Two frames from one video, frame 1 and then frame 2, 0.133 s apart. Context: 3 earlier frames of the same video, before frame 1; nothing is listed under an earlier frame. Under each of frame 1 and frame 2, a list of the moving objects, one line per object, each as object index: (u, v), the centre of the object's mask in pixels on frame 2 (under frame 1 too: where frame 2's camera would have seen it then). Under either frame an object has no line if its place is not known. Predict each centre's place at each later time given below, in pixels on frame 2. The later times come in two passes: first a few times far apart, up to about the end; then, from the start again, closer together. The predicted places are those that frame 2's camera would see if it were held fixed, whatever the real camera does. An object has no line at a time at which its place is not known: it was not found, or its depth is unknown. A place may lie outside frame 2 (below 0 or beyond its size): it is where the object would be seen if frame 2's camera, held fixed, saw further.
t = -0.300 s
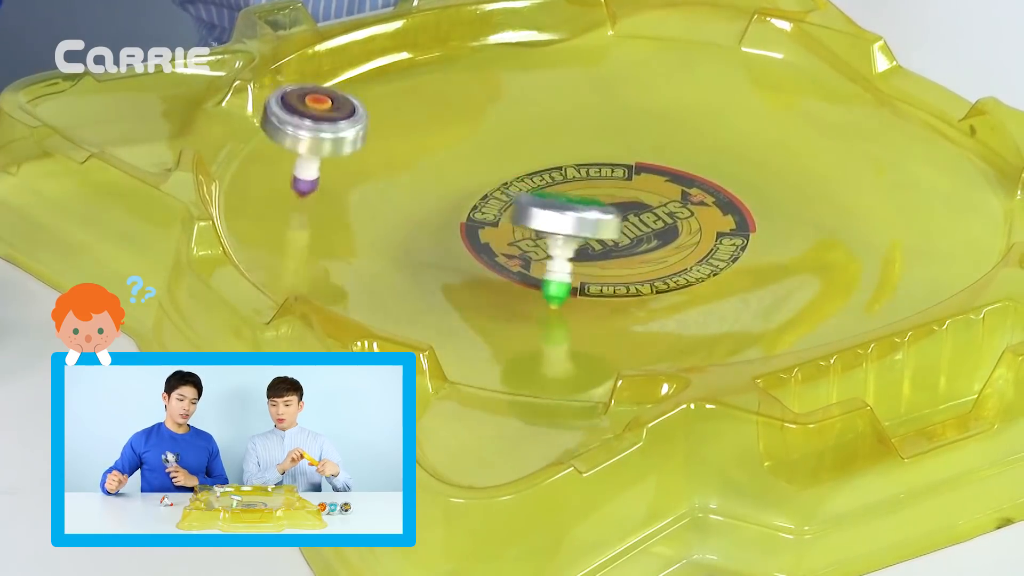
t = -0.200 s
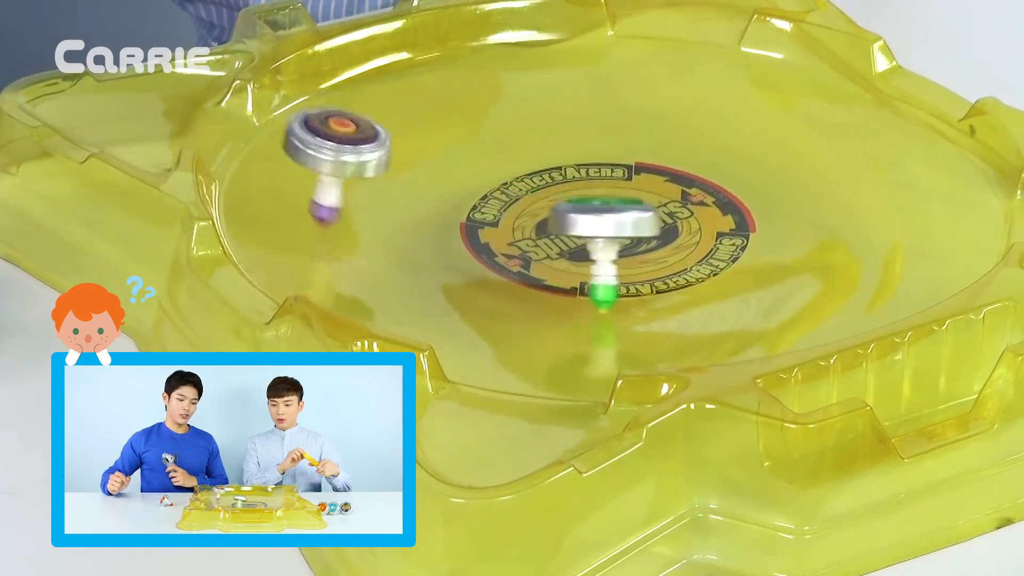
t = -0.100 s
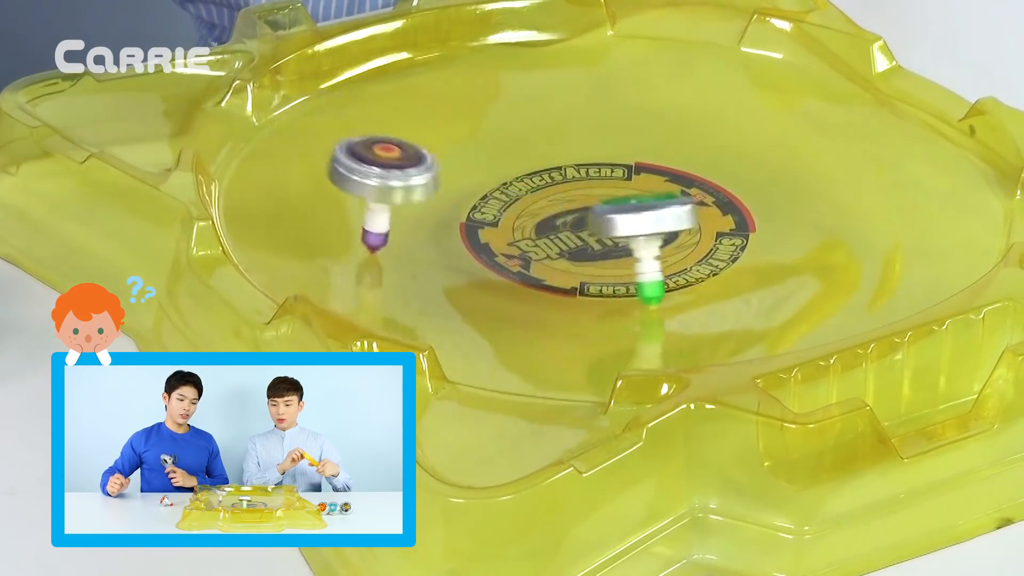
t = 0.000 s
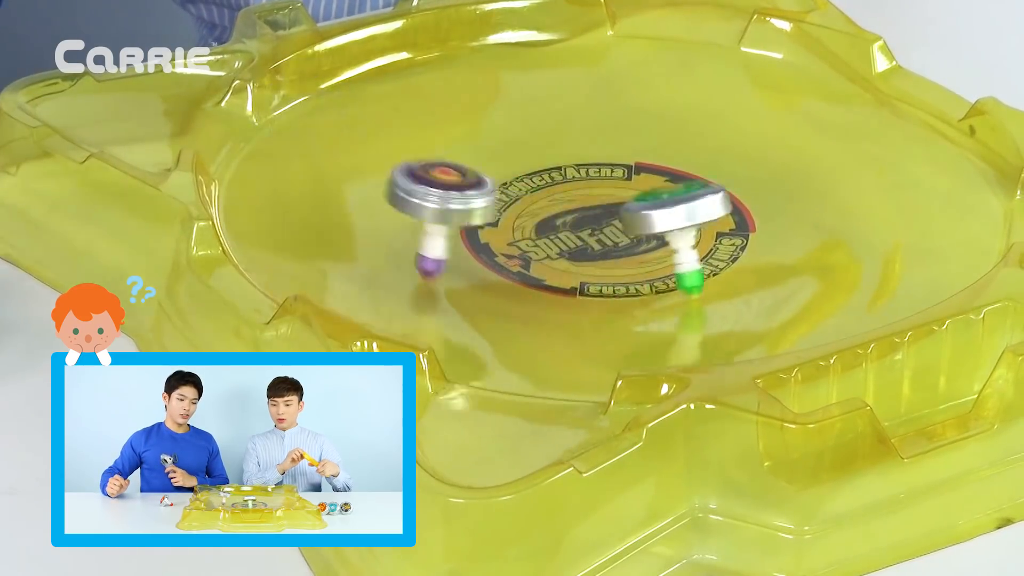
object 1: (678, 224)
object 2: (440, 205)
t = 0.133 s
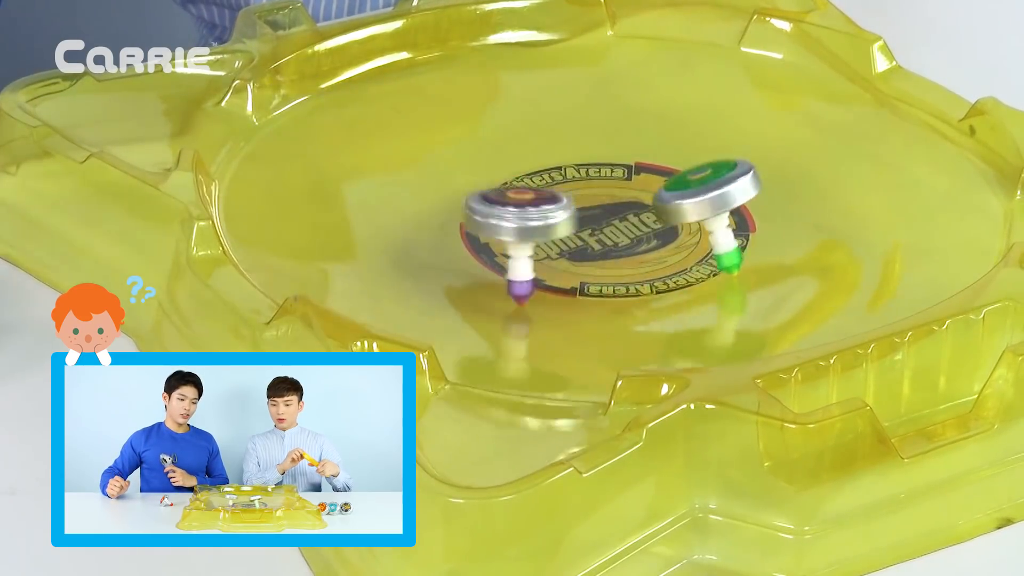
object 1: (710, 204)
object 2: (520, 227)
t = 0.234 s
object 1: (720, 187)
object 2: (594, 233)
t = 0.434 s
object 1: (712, 142)
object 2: (695, 219)
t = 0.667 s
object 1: (649, 116)
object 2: (734, 184)
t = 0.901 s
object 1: (570, 108)
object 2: (711, 128)
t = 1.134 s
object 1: (506, 135)
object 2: (677, 100)
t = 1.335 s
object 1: (486, 166)
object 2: (636, 100)
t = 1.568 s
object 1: (527, 204)
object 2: (553, 118)
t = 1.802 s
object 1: (607, 222)
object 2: (509, 175)
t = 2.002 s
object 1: (675, 212)
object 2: (495, 194)
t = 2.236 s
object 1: (718, 179)
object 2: (545, 208)
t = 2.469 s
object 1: (702, 138)
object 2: (617, 195)
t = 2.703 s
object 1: (635, 99)
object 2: (643, 162)
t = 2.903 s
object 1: (567, 97)
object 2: (646, 169)
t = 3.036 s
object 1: (532, 111)
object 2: (635, 172)
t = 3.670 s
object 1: (558, 215)
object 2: (642, 174)
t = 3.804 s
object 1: (611, 219)
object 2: (655, 158)
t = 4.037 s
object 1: (693, 199)
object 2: (641, 134)
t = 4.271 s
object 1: (716, 163)
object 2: (594, 138)
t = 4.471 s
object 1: (680, 132)
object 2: (555, 153)
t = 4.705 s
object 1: (606, 113)
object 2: (548, 179)
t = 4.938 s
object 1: (529, 133)
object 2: (583, 200)
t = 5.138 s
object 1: (494, 168)
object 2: (621, 201)
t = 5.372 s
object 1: (517, 209)
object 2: (646, 188)
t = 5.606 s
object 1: (579, 230)
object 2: (640, 158)
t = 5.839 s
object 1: (634, 227)
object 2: (619, 124)
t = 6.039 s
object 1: (656, 200)
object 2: (573, 127)
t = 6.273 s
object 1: (704, 169)
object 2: (483, 139)
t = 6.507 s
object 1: (687, 156)
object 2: (472, 160)
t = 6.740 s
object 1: (627, 170)
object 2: (483, 165)
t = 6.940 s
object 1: (594, 192)
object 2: (491, 181)
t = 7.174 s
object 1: (600, 220)
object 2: (529, 189)
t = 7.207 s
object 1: (606, 223)
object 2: (539, 188)
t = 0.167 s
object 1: (715, 198)
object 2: (541, 230)
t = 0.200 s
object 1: (719, 192)
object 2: (565, 232)
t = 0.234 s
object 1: (720, 187)
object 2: (594, 233)
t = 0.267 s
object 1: (722, 181)
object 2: (622, 233)
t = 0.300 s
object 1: (724, 174)
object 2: (645, 233)
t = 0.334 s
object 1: (724, 168)
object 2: (663, 232)
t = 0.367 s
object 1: (722, 162)
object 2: (675, 230)
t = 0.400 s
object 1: (718, 153)
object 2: (685, 226)
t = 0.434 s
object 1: (712, 142)
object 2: (695, 219)
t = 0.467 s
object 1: (705, 138)
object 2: (705, 216)
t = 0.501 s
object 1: (697, 134)
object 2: (715, 211)
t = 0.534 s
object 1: (689, 130)
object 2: (722, 206)
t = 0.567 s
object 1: (682, 126)
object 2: (725, 202)
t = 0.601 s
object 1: (672, 122)
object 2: (730, 197)
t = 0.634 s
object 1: (659, 119)
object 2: (735, 190)
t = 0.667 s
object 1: (649, 116)
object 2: (734, 184)
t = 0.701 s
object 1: (639, 113)
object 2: (734, 177)
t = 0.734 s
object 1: (627, 110)
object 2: (737, 171)
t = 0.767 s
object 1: (615, 109)
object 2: (740, 164)
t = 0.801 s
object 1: (604, 107)
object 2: (737, 156)
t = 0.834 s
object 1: (594, 107)
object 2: (728, 145)
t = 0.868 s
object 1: (583, 107)
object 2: (719, 136)
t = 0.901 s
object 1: (570, 108)
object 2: (711, 128)
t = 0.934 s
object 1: (559, 110)
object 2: (703, 120)
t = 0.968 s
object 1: (549, 113)
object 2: (695, 115)
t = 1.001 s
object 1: (540, 116)
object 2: (688, 111)
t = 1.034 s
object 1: (530, 120)
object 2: (683, 108)
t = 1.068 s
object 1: (521, 124)
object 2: (681, 106)
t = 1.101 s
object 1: (513, 129)
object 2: (680, 103)
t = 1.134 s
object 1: (506, 135)
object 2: (677, 100)
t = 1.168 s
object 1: (500, 140)
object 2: (671, 100)
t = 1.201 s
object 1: (494, 145)
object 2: (665, 100)
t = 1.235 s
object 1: (490, 150)
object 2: (659, 100)
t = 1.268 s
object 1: (488, 156)
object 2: (653, 100)
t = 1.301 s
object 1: (487, 161)
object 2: (646, 100)
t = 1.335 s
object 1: (486, 166)
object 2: (636, 100)
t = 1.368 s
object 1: (488, 172)
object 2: (626, 100)
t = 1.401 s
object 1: (492, 178)
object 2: (614, 99)
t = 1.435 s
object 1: (496, 183)
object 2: (602, 105)
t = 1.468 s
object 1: (502, 188)
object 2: (592, 109)
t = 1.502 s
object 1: (509, 194)
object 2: (579, 114)
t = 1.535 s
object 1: (519, 199)
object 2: (565, 118)
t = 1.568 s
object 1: (527, 204)
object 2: (553, 118)
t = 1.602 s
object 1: (537, 207)
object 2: (542, 129)
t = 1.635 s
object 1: (548, 212)
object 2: (529, 135)
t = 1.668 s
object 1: (559, 215)
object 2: (519, 141)
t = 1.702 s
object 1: (570, 217)
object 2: (513, 155)
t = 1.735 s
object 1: (582, 220)
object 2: (510, 161)
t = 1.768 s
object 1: (595, 220)
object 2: (511, 167)
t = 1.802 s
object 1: (607, 222)
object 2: (509, 175)
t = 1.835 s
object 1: (620, 222)
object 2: (505, 180)
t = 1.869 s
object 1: (632, 221)
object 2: (501, 181)
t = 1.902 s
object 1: (644, 220)
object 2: (498, 185)
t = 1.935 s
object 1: (655, 218)
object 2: (496, 187)
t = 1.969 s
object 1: (666, 215)
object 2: (494, 191)
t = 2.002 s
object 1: (675, 212)
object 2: (495, 194)
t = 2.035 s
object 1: (685, 209)
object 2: (498, 198)
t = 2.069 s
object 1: (692, 205)
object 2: (502, 201)
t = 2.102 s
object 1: (700, 200)
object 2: (509, 203)
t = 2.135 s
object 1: (706, 196)
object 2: (517, 206)
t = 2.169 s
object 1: (710, 191)
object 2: (526, 207)
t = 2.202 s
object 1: (715, 185)
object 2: (536, 208)
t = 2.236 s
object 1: (718, 179)
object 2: (545, 208)
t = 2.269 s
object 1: (719, 173)
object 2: (555, 208)
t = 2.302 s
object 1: (719, 168)
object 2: (565, 208)
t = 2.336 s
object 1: (718, 162)
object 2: (577, 206)
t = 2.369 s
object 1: (715, 156)
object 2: (587, 205)
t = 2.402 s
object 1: (712, 149)
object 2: (597, 202)
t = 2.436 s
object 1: (708, 144)
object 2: (607, 199)
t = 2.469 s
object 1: (702, 138)
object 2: (617, 195)
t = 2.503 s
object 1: (696, 132)
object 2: (626, 192)
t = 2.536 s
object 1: (689, 126)
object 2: (632, 188)
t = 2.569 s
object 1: (680, 119)
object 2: (637, 183)
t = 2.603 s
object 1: (669, 110)
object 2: (641, 178)
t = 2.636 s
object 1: (657, 104)
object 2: (643, 173)
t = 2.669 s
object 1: (647, 101)
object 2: (643, 168)
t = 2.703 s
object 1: (635, 99)
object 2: (643, 162)
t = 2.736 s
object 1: (621, 95)
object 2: (645, 162)
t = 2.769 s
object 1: (609, 94)
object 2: (649, 164)
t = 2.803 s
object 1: (598, 94)
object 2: (651, 166)
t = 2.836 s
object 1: (587, 94)
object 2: (652, 168)
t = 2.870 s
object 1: (577, 96)
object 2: (650, 168)
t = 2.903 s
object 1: (567, 97)
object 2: (646, 169)
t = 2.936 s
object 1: (558, 99)
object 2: (643, 170)
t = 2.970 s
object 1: (549, 103)
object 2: (640, 171)
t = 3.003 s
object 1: (540, 107)
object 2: (638, 172)
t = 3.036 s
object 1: (532, 111)
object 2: (635, 172)
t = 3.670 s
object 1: (558, 215)
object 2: (642, 174)
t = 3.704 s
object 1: (570, 217)
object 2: (647, 172)
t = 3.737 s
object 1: (584, 219)
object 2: (650, 168)
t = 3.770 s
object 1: (595, 220)
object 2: (654, 164)
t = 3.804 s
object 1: (611, 219)
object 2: (655, 158)
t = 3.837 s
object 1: (625, 218)
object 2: (655, 147)
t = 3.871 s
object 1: (638, 217)
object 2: (656, 144)
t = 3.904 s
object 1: (652, 214)
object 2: (656, 141)
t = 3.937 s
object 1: (664, 212)
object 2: (654, 138)
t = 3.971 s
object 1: (674, 208)
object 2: (651, 136)
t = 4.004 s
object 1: (685, 205)
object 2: (646, 135)
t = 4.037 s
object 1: (693, 199)
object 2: (641, 134)
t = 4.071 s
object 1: (701, 195)
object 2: (637, 137)
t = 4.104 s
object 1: (709, 189)
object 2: (630, 137)
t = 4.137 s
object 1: (713, 184)
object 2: (623, 135)
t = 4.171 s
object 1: (716, 178)
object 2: (615, 136)
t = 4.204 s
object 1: (717, 173)
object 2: (608, 135)
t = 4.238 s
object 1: (717, 168)
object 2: (602, 137)
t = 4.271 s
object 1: (716, 163)
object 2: (594, 138)
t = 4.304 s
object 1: (713, 157)
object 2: (587, 140)
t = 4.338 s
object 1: (709, 151)
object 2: (579, 142)
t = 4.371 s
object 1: (703, 146)
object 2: (572, 144)
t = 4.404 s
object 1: (697, 141)
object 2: (566, 147)
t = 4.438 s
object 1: (689, 136)
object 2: (560, 150)
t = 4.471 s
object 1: (680, 132)
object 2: (555, 153)
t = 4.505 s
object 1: (671, 128)
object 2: (550, 157)
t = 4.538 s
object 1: (659, 125)
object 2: (548, 160)
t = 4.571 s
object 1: (648, 121)
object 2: (546, 164)
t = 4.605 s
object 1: (638, 119)
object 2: (545, 168)
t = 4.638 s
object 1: (627, 118)
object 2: (544, 172)
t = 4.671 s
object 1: (617, 115)
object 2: (546, 175)
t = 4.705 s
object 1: (606, 113)
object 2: (548, 179)
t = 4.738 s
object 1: (595, 113)
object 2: (551, 183)
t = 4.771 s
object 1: (583, 114)
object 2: (556, 187)
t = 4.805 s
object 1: (571, 115)
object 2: (560, 190)
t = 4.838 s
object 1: (560, 117)
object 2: (566, 193)
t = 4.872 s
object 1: (549, 121)
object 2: (571, 195)
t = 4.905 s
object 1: (539, 127)
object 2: (577, 198)
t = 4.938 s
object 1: (529, 133)
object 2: (583, 200)
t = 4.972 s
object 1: (520, 139)
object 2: (590, 201)
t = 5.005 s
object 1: (514, 145)
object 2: (595, 201)
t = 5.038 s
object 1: (507, 151)
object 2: (602, 201)
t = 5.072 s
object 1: (502, 156)
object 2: (609, 202)
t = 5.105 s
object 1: (498, 163)
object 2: (616, 201)
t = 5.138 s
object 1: (494, 168)
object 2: (621, 201)
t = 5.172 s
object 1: (494, 175)
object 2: (626, 199)
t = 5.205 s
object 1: (493, 180)
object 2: (632, 198)
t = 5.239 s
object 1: (496, 187)
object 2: (637, 196)
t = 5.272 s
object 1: (499, 193)
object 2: (640, 195)
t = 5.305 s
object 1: (504, 198)
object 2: (642, 192)
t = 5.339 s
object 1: (510, 204)
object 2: (644, 189)
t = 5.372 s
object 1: (517, 209)
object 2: (646, 188)
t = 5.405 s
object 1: (528, 214)
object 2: (646, 185)
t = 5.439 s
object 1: (536, 218)
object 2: (645, 183)
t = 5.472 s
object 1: (547, 220)
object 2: (643, 180)
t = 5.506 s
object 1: (557, 223)
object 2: (640, 177)
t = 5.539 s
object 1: (568, 224)
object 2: (639, 175)
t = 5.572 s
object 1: (576, 229)
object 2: (637, 168)
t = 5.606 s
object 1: (579, 230)
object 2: (640, 158)
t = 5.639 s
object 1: (585, 236)
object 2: (642, 149)
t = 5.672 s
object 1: (593, 238)
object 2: (643, 143)
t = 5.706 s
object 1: (603, 237)
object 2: (641, 138)
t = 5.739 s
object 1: (611, 236)
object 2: (636, 133)
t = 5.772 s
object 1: (621, 234)
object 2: (631, 130)
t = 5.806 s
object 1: (627, 231)
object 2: (626, 127)
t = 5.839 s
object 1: (634, 227)
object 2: (619, 124)
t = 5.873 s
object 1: (640, 224)
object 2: (613, 123)
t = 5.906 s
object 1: (646, 220)
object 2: (605, 122)
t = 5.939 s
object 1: (649, 215)
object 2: (597, 122)
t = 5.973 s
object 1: (652, 211)
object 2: (589, 123)
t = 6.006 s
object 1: (654, 205)
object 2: (581, 125)
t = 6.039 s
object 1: (656, 200)
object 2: (573, 127)
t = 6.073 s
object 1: (656, 195)
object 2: (566, 130)
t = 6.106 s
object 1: (654, 188)
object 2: (561, 133)
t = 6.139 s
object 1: (653, 183)
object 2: (557, 137)
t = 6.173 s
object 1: (648, 177)
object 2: (553, 141)
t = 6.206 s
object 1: (666, 172)
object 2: (530, 142)
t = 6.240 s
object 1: (687, 173)
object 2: (505, 139)
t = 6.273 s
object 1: (704, 169)
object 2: (483, 139)
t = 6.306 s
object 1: (713, 166)
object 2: (470, 140)
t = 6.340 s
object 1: (719, 164)
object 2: (462, 143)
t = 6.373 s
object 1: (718, 161)
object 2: (459, 147)
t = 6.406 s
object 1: (712, 159)
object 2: (460, 151)
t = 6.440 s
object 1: (704, 157)
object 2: (463, 154)
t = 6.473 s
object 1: (695, 157)
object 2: (467, 158)
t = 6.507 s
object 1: (687, 156)
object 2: (472, 160)
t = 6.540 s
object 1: (678, 158)
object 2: (477, 161)
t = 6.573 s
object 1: (670, 159)
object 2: (482, 162)
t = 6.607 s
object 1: (661, 161)
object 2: (486, 162)
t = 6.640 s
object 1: (653, 163)
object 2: (488, 163)
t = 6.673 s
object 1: (644, 165)
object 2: (489, 163)
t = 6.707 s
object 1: (637, 167)
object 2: (487, 164)
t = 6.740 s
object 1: (627, 170)
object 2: (483, 165)
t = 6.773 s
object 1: (620, 173)
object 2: (479, 166)
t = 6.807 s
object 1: (613, 176)
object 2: (474, 167)
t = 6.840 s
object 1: (607, 180)
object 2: (472, 171)
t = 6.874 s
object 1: (602, 183)
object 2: (474, 173)
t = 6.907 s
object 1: (597, 189)
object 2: (482, 178)
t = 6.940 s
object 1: (594, 192)
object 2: (491, 181)
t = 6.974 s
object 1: (593, 197)
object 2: (499, 183)
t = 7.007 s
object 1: (592, 201)
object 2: (506, 186)
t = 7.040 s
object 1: (592, 205)
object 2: (511, 188)
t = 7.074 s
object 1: (593, 209)
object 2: (516, 189)
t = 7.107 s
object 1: (594, 213)
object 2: (517, 188)
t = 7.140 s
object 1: (598, 217)
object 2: (523, 189)
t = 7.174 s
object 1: (600, 220)
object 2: (529, 189)
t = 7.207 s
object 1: (606, 223)
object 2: (539, 188)
